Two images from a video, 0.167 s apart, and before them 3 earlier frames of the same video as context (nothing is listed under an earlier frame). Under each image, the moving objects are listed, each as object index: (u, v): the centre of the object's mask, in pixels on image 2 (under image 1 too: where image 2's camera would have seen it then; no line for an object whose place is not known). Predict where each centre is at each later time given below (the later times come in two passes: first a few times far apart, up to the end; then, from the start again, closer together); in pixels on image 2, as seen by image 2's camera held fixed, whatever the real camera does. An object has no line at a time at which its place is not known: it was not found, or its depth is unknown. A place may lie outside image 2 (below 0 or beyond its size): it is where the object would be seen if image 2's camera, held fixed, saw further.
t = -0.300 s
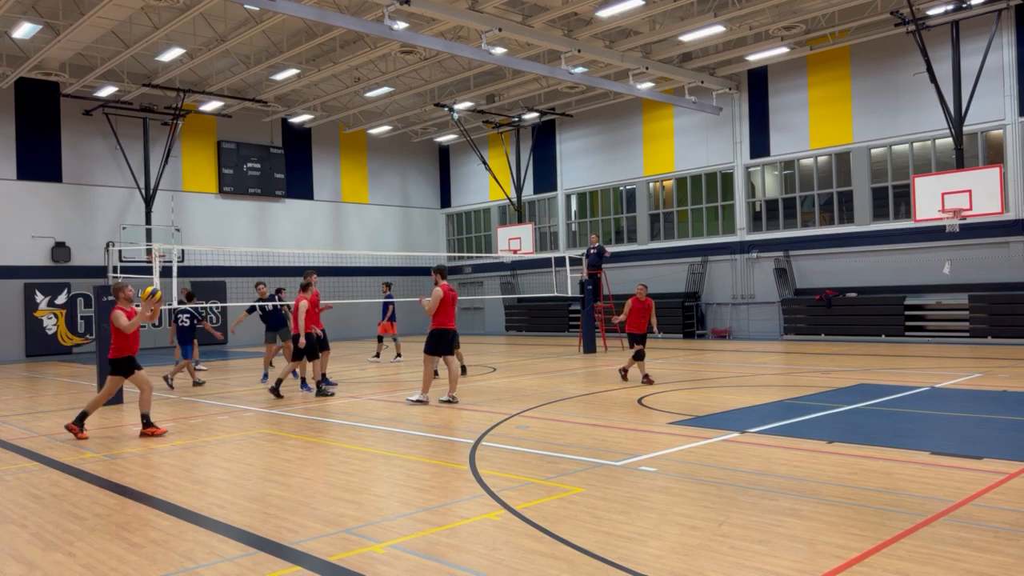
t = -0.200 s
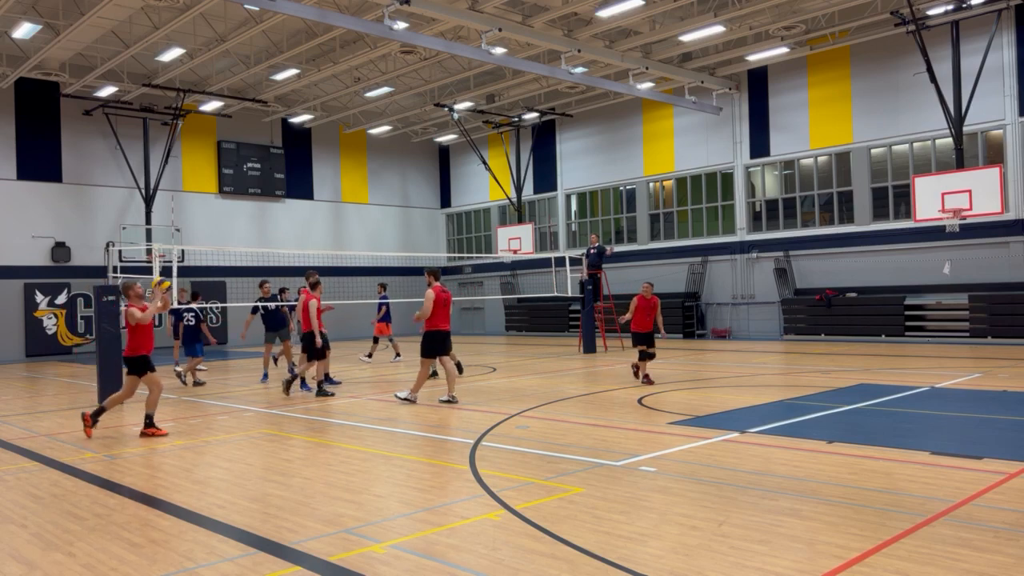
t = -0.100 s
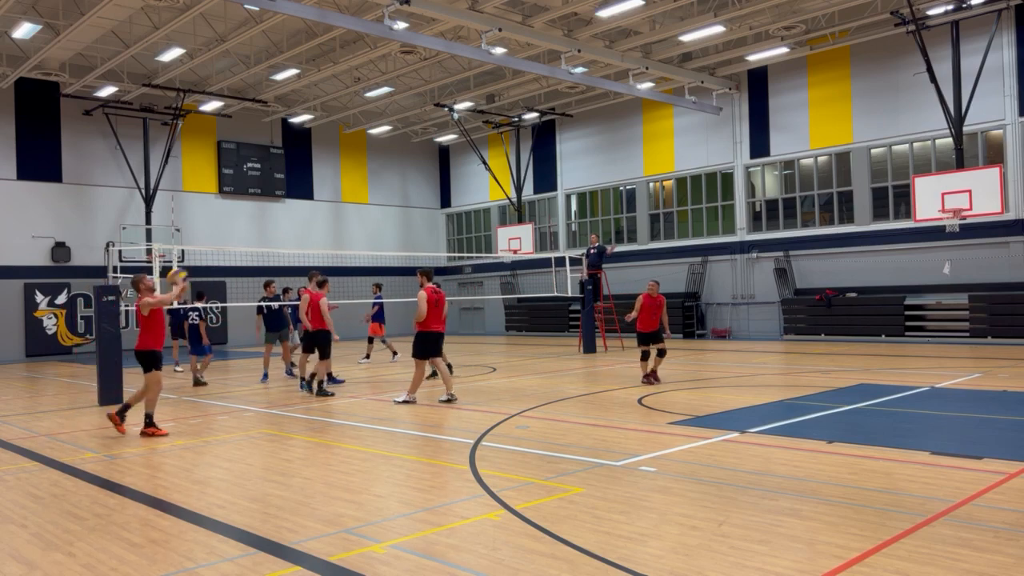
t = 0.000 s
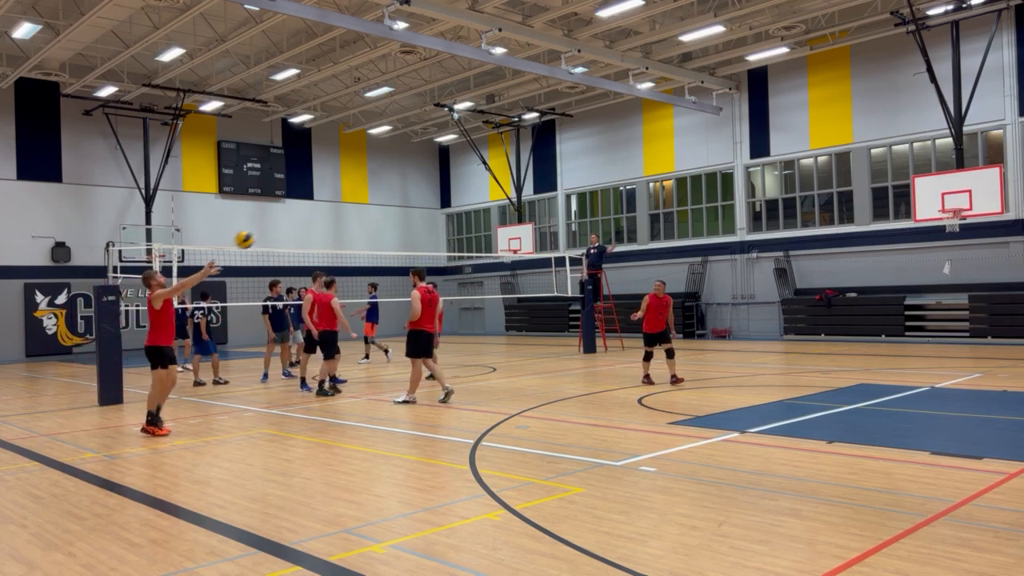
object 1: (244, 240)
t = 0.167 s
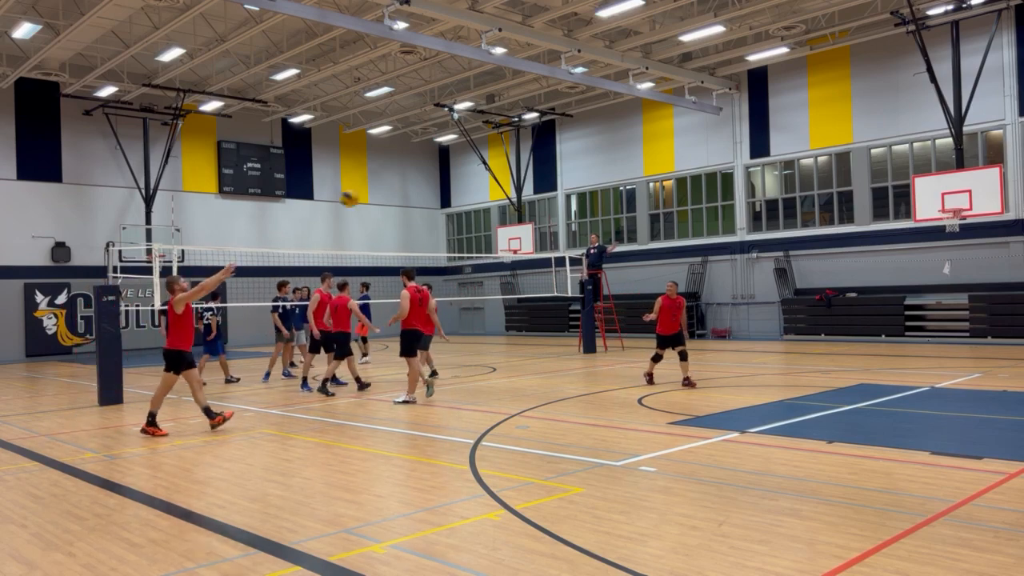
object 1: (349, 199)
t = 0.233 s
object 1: (387, 189)
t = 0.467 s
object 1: (511, 185)
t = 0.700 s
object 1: (620, 221)
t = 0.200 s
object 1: (367, 194)
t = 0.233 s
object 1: (387, 189)
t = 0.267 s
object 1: (406, 186)
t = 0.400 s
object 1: (478, 183)
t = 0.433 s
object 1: (494, 184)
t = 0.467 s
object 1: (511, 185)
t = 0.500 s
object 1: (528, 188)
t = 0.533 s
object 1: (543, 192)
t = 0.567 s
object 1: (557, 197)
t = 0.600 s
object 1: (574, 200)
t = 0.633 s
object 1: (589, 207)
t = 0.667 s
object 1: (605, 213)
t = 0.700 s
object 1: (620, 221)
